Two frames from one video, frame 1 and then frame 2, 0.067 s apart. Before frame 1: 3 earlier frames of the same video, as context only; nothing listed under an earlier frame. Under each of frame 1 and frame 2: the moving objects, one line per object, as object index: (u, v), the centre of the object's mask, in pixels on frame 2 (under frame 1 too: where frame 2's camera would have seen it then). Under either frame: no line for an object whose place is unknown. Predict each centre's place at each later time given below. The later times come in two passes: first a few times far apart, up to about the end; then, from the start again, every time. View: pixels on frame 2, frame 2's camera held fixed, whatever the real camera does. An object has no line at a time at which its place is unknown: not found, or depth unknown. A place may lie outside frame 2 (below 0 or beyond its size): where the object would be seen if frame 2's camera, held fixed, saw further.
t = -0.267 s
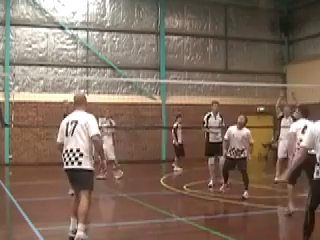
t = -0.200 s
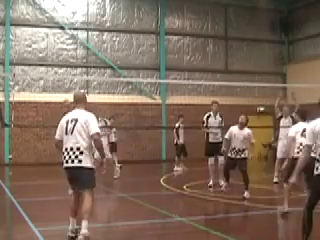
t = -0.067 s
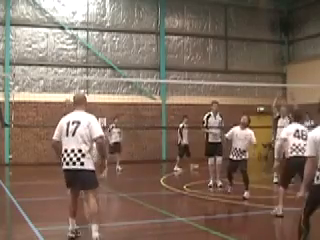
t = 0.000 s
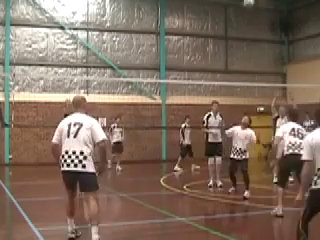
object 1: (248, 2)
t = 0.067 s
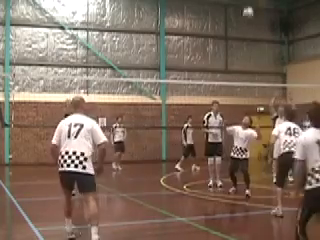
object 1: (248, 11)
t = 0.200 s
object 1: (246, 37)
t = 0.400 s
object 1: (245, 86)
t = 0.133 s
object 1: (247, 23)
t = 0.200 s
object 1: (246, 37)
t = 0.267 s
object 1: (246, 52)
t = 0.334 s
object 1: (245, 68)
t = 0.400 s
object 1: (245, 86)
